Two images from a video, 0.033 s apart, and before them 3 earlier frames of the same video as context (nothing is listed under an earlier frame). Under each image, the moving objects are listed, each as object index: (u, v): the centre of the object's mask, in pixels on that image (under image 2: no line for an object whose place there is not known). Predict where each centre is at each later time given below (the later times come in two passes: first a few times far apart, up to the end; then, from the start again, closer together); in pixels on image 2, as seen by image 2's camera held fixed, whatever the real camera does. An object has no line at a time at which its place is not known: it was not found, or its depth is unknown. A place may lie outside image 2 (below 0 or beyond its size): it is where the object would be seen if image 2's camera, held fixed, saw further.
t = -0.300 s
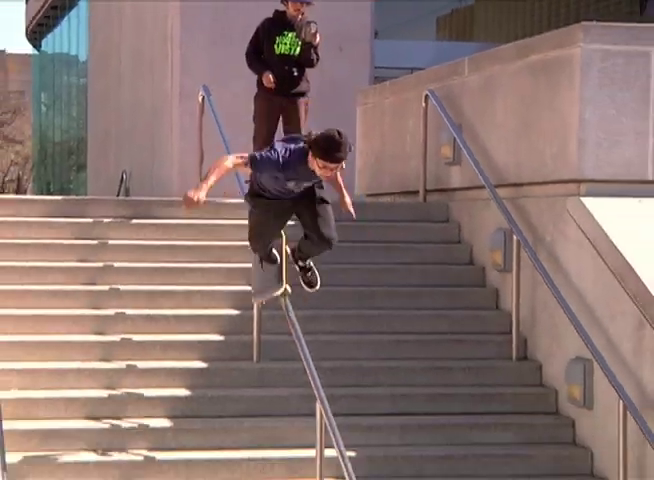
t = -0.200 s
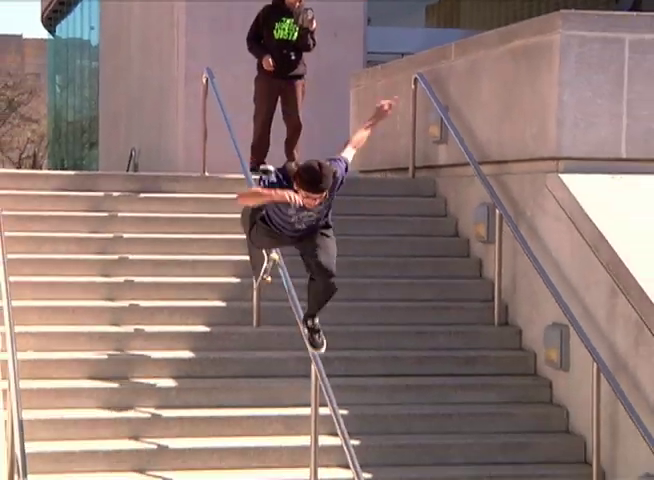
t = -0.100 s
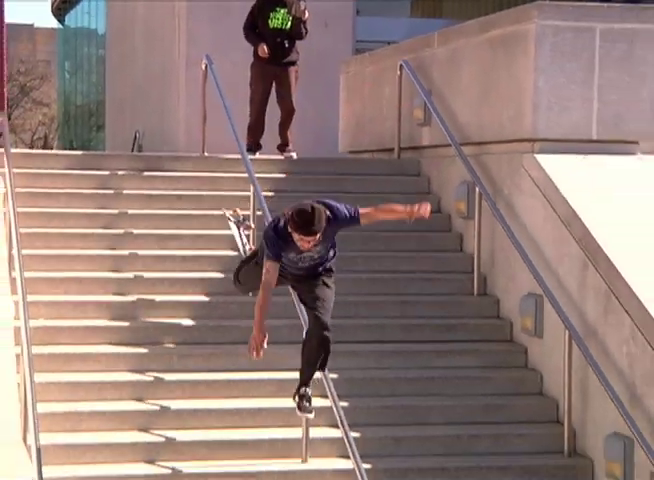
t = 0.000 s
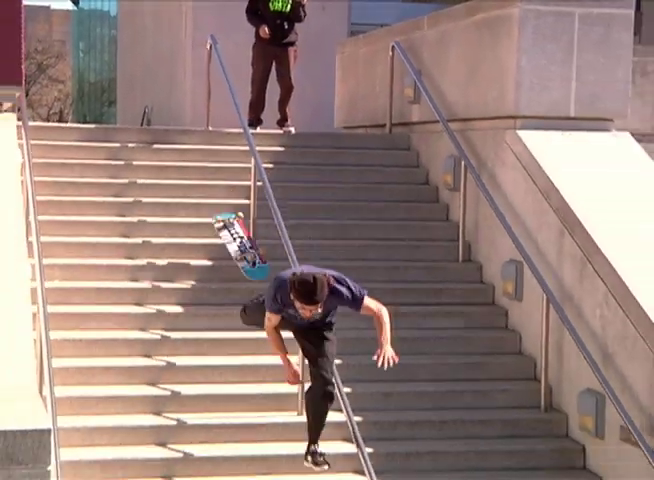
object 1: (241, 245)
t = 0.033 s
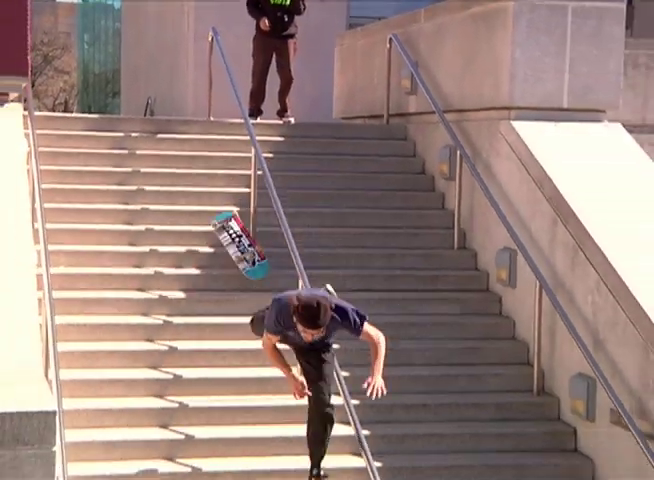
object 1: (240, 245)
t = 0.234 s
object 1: (242, 257)
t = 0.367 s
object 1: (244, 258)
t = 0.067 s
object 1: (238, 255)
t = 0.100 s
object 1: (239, 260)
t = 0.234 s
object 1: (242, 257)
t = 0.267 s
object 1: (243, 257)
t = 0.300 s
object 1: (244, 258)
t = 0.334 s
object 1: (244, 258)
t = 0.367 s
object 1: (244, 258)
